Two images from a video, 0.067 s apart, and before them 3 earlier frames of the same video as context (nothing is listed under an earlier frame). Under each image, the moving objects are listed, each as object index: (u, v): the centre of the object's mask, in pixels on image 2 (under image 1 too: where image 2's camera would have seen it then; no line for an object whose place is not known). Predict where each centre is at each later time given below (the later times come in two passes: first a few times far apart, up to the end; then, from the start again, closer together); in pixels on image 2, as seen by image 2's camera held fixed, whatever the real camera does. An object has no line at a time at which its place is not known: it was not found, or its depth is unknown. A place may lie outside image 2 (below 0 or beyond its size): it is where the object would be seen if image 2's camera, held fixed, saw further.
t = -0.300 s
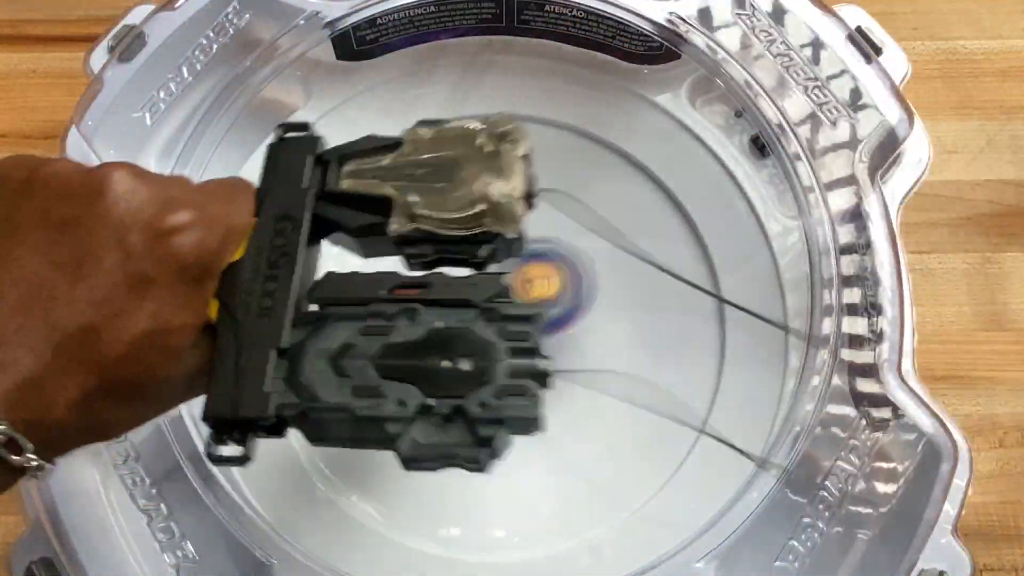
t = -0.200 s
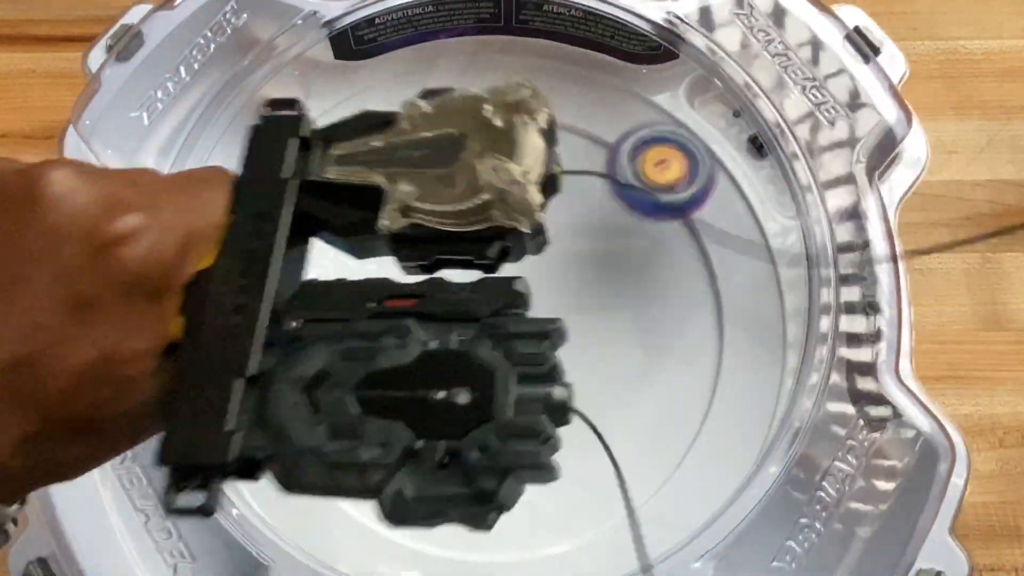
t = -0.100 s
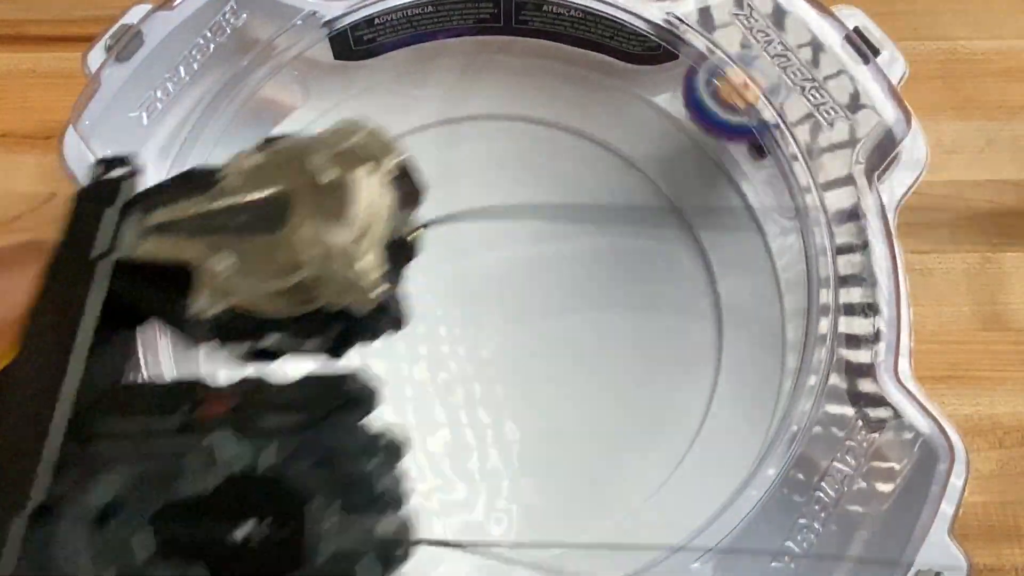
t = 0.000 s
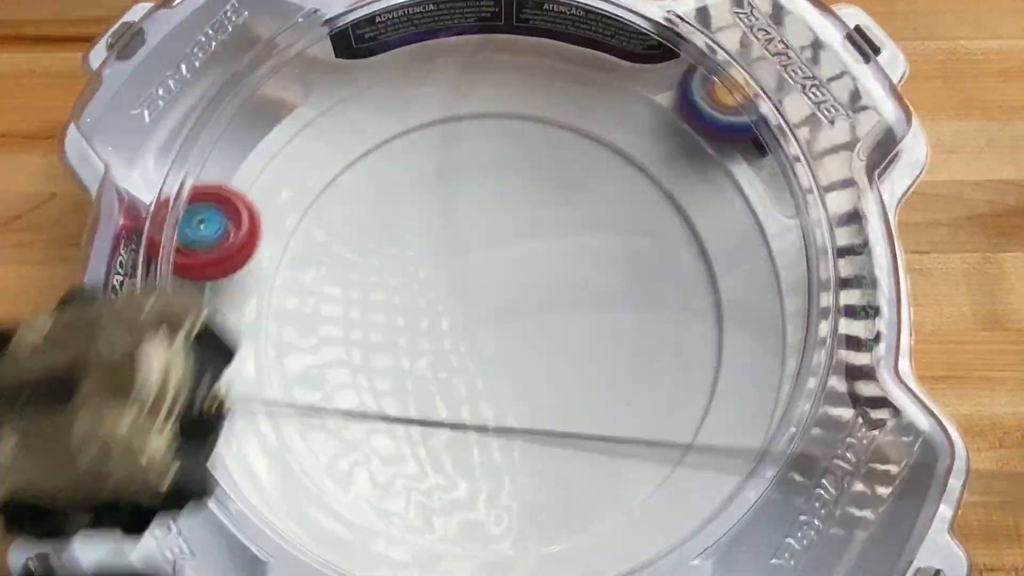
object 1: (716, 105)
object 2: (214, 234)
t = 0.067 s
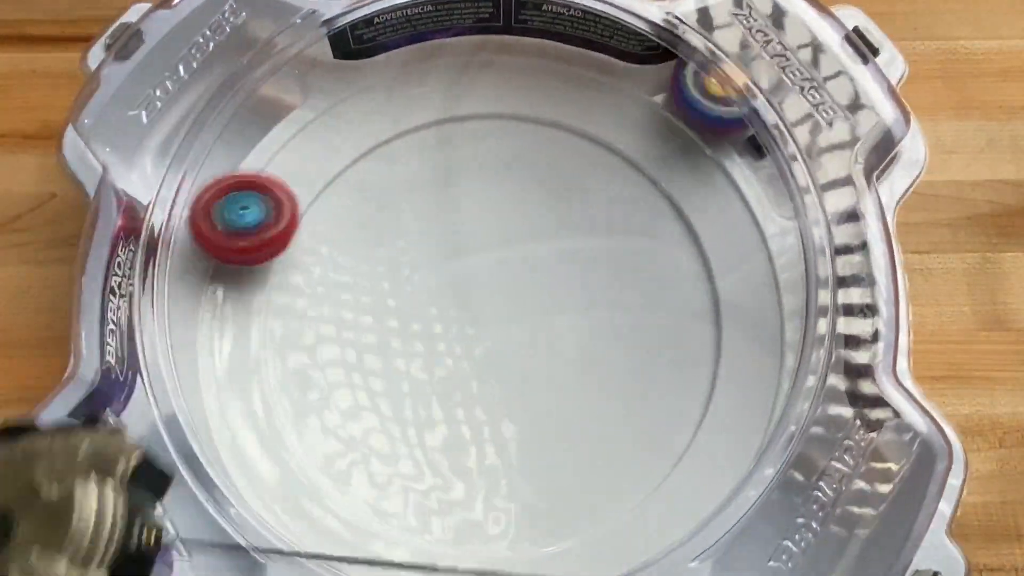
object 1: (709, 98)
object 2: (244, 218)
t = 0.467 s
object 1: (708, 89)
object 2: (655, 329)
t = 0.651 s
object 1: (549, 261)
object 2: (624, 371)
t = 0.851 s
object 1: (297, 436)
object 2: (431, 308)
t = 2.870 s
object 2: (598, 320)
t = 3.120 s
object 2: (524, 297)
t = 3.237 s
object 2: (493, 298)
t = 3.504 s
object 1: (686, 150)
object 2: (504, 354)
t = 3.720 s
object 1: (469, 164)
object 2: (569, 379)
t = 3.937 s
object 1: (337, 410)
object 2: (600, 326)
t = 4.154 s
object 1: (560, 529)
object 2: (509, 279)
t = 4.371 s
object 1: (707, 285)
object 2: (401, 352)
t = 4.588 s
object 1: (504, 134)
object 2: (434, 444)
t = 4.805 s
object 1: (282, 336)
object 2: (563, 428)
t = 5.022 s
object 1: (464, 536)
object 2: (570, 278)
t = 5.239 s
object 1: (701, 373)
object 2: (428, 214)
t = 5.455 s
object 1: (566, 157)
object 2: (323, 332)
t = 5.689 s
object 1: (274, 244)
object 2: (474, 482)
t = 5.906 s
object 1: (375, 522)
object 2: (647, 339)
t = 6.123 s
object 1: (652, 457)
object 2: (559, 152)
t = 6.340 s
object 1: (631, 186)
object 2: (358, 173)
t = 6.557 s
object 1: (377, 141)
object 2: (336, 392)
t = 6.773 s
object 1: (275, 401)
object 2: (561, 473)
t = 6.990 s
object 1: (522, 526)
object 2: (690, 302)
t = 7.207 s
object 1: (711, 334)
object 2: (562, 154)
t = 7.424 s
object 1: (564, 124)
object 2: (376, 244)
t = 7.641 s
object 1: (321, 212)
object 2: (389, 430)
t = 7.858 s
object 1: (334, 475)
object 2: (564, 449)
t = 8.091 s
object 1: (607, 515)
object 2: (604, 268)
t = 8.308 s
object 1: (694, 309)
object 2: (451, 209)
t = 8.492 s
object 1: (580, 181)
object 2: (367, 289)
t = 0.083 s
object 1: (707, 96)
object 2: (256, 214)
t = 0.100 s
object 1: (713, 89)
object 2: (271, 209)
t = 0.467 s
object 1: (708, 89)
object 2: (655, 329)
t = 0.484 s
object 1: (707, 91)
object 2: (664, 337)
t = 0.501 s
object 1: (699, 100)
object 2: (672, 345)
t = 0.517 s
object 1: (689, 112)
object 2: (680, 351)
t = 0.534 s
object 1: (681, 124)
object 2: (684, 357)
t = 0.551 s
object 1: (667, 143)
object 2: (684, 361)
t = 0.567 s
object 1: (653, 163)
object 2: (682, 367)
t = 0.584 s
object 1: (638, 182)
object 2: (673, 369)
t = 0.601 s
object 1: (616, 199)
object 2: (662, 371)
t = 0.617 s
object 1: (593, 218)
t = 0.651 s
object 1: (549, 261)
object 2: (624, 371)
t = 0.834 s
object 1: (287, 441)
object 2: (444, 317)
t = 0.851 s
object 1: (297, 436)
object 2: (431, 308)
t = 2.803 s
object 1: (330, 179)
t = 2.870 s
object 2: (598, 320)
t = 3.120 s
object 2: (524, 297)
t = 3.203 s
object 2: (500, 296)
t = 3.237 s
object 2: (493, 298)
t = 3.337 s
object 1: (727, 350)
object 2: (482, 313)
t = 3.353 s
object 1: (728, 329)
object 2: (482, 317)
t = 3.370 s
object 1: (729, 308)
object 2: (482, 321)
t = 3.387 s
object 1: (727, 289)
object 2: (483, 325)
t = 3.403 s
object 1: (725, 267)
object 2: (485, 329)
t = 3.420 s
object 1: (720, 248)
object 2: (487, 334)
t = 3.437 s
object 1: (716, 228)
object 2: (490, 338)
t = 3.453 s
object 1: (710, 208)
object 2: (493, 342)
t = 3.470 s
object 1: (703, 189)
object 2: (496, 346)
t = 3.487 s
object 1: (695, 169)
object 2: (500, 350)
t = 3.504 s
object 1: (686, 150)
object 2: (504, 354)
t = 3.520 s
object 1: (678, 131)
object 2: (509, 358)
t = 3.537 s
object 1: (667, 114)
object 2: (513, 362)
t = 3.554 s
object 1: (655, 101)
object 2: (518, 365)
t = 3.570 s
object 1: (641, 98)
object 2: (522, 369)
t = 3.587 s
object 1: (623, 101)
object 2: (527, 372)
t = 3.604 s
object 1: (605, 108)
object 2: (532, 375)
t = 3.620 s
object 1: (587, 116)
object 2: (538, 376)
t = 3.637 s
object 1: (568, 123)
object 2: (544, 378)
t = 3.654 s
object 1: (549, 129)
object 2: (549, 379)
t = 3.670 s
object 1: (530, 138)
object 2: (554, 380)
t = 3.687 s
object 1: (509, 146)
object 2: (559, 380)
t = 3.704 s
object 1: (489, 154)
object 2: (565, 379)
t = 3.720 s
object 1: (469, 164)
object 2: (569, 379)
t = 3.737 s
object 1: (448, 176)
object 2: (573, 378)
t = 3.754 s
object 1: (429, 191)
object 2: (577, 376)
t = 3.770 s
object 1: (412, 205)
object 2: (581, 374)
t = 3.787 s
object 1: (396, 222)
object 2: (585, 371)
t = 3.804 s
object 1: (383, 238)
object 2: (587, 368)
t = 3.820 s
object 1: (369, 257)
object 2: (590, 364)
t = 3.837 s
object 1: (357, 280)
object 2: (593, 360)
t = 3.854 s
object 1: (348, 301)
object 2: (595, 356)
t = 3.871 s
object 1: (341, 322)
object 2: (597, 350)
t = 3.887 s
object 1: (336, 344)
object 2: (598, 345)
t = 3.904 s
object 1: (335, 364)
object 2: (600, 339)
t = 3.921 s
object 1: (334, 388)
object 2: (600, 333)
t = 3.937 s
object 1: (337, 410)
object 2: (600, 326)
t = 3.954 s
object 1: (342, 431)
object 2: (598, 319)
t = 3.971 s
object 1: (350, 452)
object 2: (596, 312)
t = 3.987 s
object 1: (359, 471)
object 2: (593, 305)
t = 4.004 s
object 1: (372, 489)
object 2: (587, 299)
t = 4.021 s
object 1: (386, 508)
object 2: (581, 293)
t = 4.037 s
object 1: (403, 522)
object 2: (574, 289)
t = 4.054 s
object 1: (421, 530)
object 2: (566, 285)
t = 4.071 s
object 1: (442, 537)
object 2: (558, 282)
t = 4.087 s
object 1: (464, 540)
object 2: (550, 280)
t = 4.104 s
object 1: (488, 539)
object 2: (540, 278)
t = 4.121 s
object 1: (512, 536)
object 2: (530, 277)
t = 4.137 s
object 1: (536, 533)
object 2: (520, 277)
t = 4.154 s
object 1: (560, 529)
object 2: (509, 279)
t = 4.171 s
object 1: (583, 524)
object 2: (497, 281)
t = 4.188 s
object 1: (607, 517)
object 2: (487, 284)
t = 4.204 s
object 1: (627, 507)
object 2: (477, 287)
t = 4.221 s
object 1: (646, 488)
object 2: (467, 292)
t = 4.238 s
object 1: (661, 468)
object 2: (457, 297)
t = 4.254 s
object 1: (674, 449)
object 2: (447, 304)
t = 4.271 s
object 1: (687, 427)
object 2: (439, 308)
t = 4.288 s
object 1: (699, 406)
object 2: (430, 315)
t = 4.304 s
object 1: (707, 383)
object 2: (422, 322)
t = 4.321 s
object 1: (711, 358)
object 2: (416, 329)
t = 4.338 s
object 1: (712, 334)
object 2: (409, 337)
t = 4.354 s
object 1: (711, 308)
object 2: (404, 345)
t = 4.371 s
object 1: (707, 285)
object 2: (401, 352)
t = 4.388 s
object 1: (701, 262)
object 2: (396, 361)
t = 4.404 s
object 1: (693, 241)
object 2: (393, 369)
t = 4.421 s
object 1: (683, 221)
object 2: (392, 377)
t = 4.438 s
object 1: (671, 203)
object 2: (393, 384)
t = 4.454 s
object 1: (656, 187)
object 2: (393, 392)
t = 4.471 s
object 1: (641, 173)
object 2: (395, 400)
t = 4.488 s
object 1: (625, 162)
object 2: (398, 407)
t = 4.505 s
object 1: (607, 152)
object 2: (401, 415)
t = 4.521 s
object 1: (589, 143)
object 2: (406, 422)
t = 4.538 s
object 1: (567, 137)
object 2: (412, 428)
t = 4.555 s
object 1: (546, 134)
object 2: (419, 434)
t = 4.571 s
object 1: (525, 133)
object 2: (426, 440)
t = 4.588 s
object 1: (504, 134)
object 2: (434, 444)
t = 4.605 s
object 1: (480, 137)
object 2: (442, 448)
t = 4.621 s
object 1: (458, 143)
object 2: (451, 451)
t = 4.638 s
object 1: (436, 151)
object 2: (461, 455)
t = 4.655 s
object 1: (415, 162)
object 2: (471, 457)
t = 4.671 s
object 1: (394, 174)
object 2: (483, 457)
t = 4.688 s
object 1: (375, 188)
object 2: (494, 456)
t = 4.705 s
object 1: (357, 204)
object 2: (504, 455)
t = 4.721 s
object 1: (340, 224)
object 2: (516, 452)
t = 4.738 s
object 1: (323, 245)
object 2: (525, 449)
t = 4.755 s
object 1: (310, 266)
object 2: (534, 446)
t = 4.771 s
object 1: (298, 288)
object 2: (544, 441)
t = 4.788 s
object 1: (288, 312)
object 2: (554, 435)
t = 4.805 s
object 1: (282, 336)
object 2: (563, 428)
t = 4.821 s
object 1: (277, 360)
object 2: (570, 419)
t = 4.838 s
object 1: (275, 386)
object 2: (576, 410)
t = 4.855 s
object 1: (276, 411)
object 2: (583, 399)
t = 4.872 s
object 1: (280, 437)
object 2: (587, 388)
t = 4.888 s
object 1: (292, 458)
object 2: (590, 376)
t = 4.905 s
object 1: (313, 474)
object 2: (593, 364)
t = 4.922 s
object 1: (333, 489)
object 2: (594, 350)
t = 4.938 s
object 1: (353, 503)
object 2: (593, 338)
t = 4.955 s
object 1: (373, 517)
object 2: (590, 324)
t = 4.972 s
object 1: (394, 526)
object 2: (587, 312)
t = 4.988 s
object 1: (416, 532)
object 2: (582, 300)
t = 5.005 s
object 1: (439, 535)
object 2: (576, 289)
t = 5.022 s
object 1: (464, 536)
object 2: (570, 278)
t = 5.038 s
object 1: (490, 535)
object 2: (562, 267)
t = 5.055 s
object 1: (516, 534)
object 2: (554, 258)
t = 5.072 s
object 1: (542, 531)
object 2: (544, 248)
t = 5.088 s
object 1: (565, 529)
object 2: (533, 240)
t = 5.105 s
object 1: (587, 524)
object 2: (523, 233)
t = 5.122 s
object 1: (607, 515)
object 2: (511, 227)
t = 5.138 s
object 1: (628, 499)
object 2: (500, 222)
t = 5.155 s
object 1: (645, 482)
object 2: (488, 217)
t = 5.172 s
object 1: (662, 462)
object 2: (476, 214)
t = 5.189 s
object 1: (677, 440)
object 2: (463, 212)
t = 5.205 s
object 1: (687, 418)
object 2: (451, 212)
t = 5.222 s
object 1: (695, 396)
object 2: (440, 211)
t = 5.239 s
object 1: (701, 373)
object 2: (428, 214)
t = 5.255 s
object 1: (703, 350)
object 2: (418, 216)
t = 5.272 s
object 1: (703, 330)
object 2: (406, 220)
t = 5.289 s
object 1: (702, 308)
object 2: (395, 225)
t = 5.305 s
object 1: (697, 289)
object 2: (384, 231)
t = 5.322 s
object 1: (690, 268)
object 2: (375, 239)
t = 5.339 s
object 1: (679, 249)
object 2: (365, 247)
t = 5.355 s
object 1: (668, 233)
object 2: (357, 256)
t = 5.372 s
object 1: (655, 216)
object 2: (349, 266)
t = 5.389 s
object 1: (639, 202)
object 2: (341, 278)
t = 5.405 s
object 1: (625, 189)
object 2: (335, 290)
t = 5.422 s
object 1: (606, 176)
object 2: (330, 303)
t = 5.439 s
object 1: (586, 167)
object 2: (326, 317)
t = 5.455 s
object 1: (566, 157)
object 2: (323, 332)
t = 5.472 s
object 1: (544, 151)
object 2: (323, 346)
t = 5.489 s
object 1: (523, 147)
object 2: (322, 362)
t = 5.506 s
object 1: (499, 144)
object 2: (325, 378)
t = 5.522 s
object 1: (477, 144)
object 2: (329, 394)
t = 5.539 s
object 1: (454, 143)
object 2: (338, 409)
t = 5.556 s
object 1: (430, 149)
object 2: (346, 424)
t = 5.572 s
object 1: (409, 153)
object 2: (358, 436)
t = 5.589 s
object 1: (386, 161)
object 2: (370, 448)
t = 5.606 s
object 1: (364, 172)
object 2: (385, 459)
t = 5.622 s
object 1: (344, 181)
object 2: (400, 469)
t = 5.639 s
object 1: (325, 196)
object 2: (419, 476)
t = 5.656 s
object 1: (307, 209)
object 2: (437, 480)
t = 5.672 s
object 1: (290, 226)
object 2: (455, 483)
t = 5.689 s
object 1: (274, 244)
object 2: (474, 482)
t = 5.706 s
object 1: (269, 265)
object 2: (496, 481)
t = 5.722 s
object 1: (267, 290)
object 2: (514, 479)
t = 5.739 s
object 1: (265, 314)
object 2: (533, 470)
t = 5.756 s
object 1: (264, 339)
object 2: (550, 464)
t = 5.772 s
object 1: (264, 362)
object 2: (566, 454)
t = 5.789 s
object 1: (266, 385)
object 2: (582, 444)
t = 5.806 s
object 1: (274, 408)
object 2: (596, 431)
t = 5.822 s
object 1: (285, 432)
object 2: (610, 417)
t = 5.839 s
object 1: (301, 453)
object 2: (620, 402)
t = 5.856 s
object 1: (318, 474)
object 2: (630, 387)
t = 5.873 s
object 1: (336, 493)
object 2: (637, 372)
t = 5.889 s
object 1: (353, 511)
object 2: (644, 356)
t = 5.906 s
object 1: (375, 522)
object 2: (647, 339)
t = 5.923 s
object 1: (399, 528)
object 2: (650, 321)
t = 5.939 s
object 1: (427, 531)
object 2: (651, 305)
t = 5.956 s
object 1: (452, 533)
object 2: (649, 288)
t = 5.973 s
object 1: (477, 534)
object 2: (648, 272)
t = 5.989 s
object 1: (500, 533)
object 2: (643, 255)
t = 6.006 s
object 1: (523, 532)
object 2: (637, 238)
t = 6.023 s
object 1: (546, 529)
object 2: (629, 224)
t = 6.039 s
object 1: (567, 525)
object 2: (619, 211)
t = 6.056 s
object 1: (586, 519)
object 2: (611, 197)
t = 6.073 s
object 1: (606, 505)
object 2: (599, 184)
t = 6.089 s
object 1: (623, 490)
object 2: (587, 171)
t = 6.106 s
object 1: (638, 475)
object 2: (574, 161)
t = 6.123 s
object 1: (652, 457)
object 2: (559, 152)
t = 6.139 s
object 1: (664, 435)
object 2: (546, 144)
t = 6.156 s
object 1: (673, 414)
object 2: (530, 137)
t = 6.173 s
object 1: (679, 392)
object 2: (513, 131)
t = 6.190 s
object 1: (685, 370)
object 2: (497, 128)
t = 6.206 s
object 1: (687, 347)
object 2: (479, 127)
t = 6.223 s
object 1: (688, 325)
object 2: (464, 126)
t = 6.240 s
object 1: (685, 304)
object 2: (447, 128)
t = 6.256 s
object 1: (681, 282)
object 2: (430, 131)
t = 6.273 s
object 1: (674, 261)
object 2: (415, 136)
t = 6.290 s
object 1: (667, 240)
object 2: (399, 144)
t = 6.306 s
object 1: (657, 221)
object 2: (386, 152)
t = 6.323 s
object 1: (644, 203)
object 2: (372, 162)
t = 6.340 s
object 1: (631, 186)
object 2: (358, 173)
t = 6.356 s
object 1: (615, 171)
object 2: (348, 186)
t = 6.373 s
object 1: (600, 156)
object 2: (338, 200)
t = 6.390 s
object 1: (582, 144)
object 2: (329, 214)
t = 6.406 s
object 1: (564, 132)
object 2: (322, 230)
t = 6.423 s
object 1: (543, 124)
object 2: (316, 247)
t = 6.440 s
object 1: (522, 117)
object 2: (312, 265)
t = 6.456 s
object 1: (504, 113)
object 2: (310, 285)
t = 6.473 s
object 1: (482, 109)
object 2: (309, 302)
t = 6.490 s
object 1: (460, 109)
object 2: (310, 321)
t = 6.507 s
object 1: (439, 115)
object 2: (312, 341)
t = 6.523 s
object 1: (417, 122)
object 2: (319, 358)
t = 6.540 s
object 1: (397, 131)
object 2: (328, 375)
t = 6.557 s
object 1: (377, 141)
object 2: (336, 392)
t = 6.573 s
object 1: (355, 152)
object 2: (347, 407)
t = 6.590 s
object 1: (337, 167)
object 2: (361, 422)
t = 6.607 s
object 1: (320, 184)
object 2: (374, 436)
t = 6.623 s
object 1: (307, 203)
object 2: (391, 446)
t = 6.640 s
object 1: (293, 223)
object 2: (407, 458)
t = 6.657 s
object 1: (281, 244)
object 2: (425, 467)
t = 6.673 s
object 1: (273, 266)
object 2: (445, 474)
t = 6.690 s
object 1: (266, 289)
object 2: (465, 478)
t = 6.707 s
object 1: (263, 311)
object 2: (483, 480)
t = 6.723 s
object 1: (262, 334)
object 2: (503, 483)
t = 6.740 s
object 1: (263, 356)
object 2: (524, 481)
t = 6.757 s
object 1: (268, 379)
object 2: (543, 479)
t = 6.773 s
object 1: (275, 401)
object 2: (561, 473)
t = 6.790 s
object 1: (286, 423)
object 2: (580, 467)
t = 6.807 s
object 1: (296, 442)
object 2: (598, 460)
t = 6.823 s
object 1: (310, 459)
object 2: (614, 449)
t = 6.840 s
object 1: (326, 477)
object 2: (628, 438)
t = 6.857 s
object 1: (343, 491)
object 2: (642, 426)
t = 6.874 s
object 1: (362, 503)
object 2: (654, 414)
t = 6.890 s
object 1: (381, 513)
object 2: (665, 398)
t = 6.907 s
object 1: (402, 520)
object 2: (673, 383)
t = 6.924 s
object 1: (427, 524)
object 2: (680, 368)
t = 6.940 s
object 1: (450, 526)
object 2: (685, 352)
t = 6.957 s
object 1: (473, 527)
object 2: (690, 335)
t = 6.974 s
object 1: (496, 527)
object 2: (691, 318)
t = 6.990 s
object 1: (522, 526)
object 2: (690, 302)
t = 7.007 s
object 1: (546, 523)
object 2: (690, 286)
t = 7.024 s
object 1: (566, 519)
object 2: (688, 269)
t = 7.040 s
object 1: (588, 510)
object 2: (682, 253)
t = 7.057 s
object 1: (610, 497)
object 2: (675, 238)
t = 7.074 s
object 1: (628, 485)
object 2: (668, 224)
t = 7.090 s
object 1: (645, 470)
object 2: (658, 211)
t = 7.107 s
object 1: (660, 452)
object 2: (646, 198)
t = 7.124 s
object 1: (674, 435)
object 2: (635, 188)
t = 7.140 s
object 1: (687, 416)
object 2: (623, 179)
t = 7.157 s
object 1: (695, 396)
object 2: (609, 171)
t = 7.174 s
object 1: (703, 374)
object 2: (592, 163)
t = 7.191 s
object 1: (708, 354)
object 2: (577, 158)
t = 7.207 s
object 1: (711, 334)
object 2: (562, 154)
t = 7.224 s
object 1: (712, 311)
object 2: (545, 153)
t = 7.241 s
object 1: (710, 290)
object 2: (527, 152)
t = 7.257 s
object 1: (705, 271)
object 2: (511, 153)
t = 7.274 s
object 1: (700, 252)
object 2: (494, 156)
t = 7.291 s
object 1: (691, 230)
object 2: (478, 160)
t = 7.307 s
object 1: (681, 212)
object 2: (461, 167)
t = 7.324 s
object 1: (668, 196)
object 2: (446, 173)
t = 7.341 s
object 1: (654, 180)
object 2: (432, 182)
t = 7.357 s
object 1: (639, 164)
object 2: (419, 193)
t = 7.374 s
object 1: (621, 151)
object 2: (406, 203)
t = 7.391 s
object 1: (601, 141)
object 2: (394, 216)
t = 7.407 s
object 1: (584, 131)
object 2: (384, 229)
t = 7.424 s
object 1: (564, 124)
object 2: (376, 244)
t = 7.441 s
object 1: (542, 119)
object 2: (368, 258)
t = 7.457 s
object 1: (521, 116)
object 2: (361, 274)
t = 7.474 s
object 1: (501, 115)
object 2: (357, 289)
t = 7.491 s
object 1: (481, 116)
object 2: (353, 305)
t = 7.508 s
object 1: (459, 120)
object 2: (351, 321)
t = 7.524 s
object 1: (438, 125)
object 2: (351, 337)
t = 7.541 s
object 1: (420, 132)
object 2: (353, 351)
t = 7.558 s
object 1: (401, 141)
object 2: (356, 366)
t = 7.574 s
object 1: (382, 152)
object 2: (360, 382)
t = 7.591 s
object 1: (364, 164)
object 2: (365, 395)
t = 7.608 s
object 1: (348, 179)
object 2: (372, 406)
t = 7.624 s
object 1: (334, 194)
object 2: (380, 419)
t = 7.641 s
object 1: (321, 212)
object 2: (389, 430)
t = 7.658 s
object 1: (308, 231)
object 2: (399, 439)
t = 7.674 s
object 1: (298, 252)
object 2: (410, 447)
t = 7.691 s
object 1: (290, 272)
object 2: (422, 453)
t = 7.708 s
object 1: (284, 292)
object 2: (435, 459)
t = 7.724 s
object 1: (281, 315)
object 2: (448, 463)
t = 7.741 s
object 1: (280, 337)
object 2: (461, 467)
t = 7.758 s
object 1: (280, 359)
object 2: (475, 469)
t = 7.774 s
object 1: (284, 380)
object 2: (491, 467)
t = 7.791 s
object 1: (291, 400)
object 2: (506, 467)
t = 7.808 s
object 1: (299, 420)
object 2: (520, 465)
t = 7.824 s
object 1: (308, 440)
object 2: (535, 464)
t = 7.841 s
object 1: (320, 458)
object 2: (550, 457)
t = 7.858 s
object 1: (334, 475)
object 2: (564, 449)
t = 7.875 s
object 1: (350, 488)
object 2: (577, 442)
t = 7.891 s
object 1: (367, 501)
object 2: (590, 432)
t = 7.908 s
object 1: (386, 512)
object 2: (600, 419)
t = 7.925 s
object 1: (405, 521)
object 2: (608, 407)
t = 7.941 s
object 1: (425, 525)
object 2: (616, 393)
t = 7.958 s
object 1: (446, 528)
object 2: (621, 379)
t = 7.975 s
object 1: (468, 531)
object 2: (625, 365)
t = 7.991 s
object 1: (490, 531)
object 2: (627, 351)
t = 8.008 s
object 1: (510, 531)
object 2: (627, 336)
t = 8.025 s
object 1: (531, 531)
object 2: (624, 320)
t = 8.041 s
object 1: (553, 529)
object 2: (621, 307)
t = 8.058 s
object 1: (571, 526)
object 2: (617, 294)
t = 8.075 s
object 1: (588, 522)
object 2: (612, 280)
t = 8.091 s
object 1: (607, 515)
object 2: (604, 268)
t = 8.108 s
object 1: (625, 501)
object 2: (596, 257)
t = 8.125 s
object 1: (638, 490)
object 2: (586, 247)
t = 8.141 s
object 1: (652, 477)
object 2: (575, 237)
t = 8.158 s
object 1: (665, 462)
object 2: (564, 229)
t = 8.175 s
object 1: (674, 446)
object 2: (553, 222)
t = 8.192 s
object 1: (682, 428)
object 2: (541, 215)
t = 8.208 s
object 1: (689, 412)
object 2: (528, 211)
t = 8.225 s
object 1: (695, 394)
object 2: (515, 208)
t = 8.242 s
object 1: (698, 378)
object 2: (501, 206)
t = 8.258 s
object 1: (699, 361)
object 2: (487, 204)
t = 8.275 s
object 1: (700, 344)
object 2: (475, 204)
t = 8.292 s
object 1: (698, 326)
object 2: (464, 206)
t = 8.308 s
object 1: (694, 309)
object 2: (451, 209)
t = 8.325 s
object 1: (691, 293)
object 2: (440, 213)
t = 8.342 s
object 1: (686, 277)
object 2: (430, 218)
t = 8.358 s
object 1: (677, 262)
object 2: (419, 224)
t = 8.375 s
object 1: (668, 249)
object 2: (409, 231)
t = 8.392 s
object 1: (659, 235)
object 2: (401, 237)
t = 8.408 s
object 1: (647, 223)
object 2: (394, 244)
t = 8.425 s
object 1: (634, 211)
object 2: (386, 252)
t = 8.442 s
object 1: (623, 202)
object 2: (380, 261)
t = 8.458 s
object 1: (610, 194)
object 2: (376, 270)
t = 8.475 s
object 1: (595, 186)
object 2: (371, 279)
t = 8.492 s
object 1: (580, 181)
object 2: (367, 289)
